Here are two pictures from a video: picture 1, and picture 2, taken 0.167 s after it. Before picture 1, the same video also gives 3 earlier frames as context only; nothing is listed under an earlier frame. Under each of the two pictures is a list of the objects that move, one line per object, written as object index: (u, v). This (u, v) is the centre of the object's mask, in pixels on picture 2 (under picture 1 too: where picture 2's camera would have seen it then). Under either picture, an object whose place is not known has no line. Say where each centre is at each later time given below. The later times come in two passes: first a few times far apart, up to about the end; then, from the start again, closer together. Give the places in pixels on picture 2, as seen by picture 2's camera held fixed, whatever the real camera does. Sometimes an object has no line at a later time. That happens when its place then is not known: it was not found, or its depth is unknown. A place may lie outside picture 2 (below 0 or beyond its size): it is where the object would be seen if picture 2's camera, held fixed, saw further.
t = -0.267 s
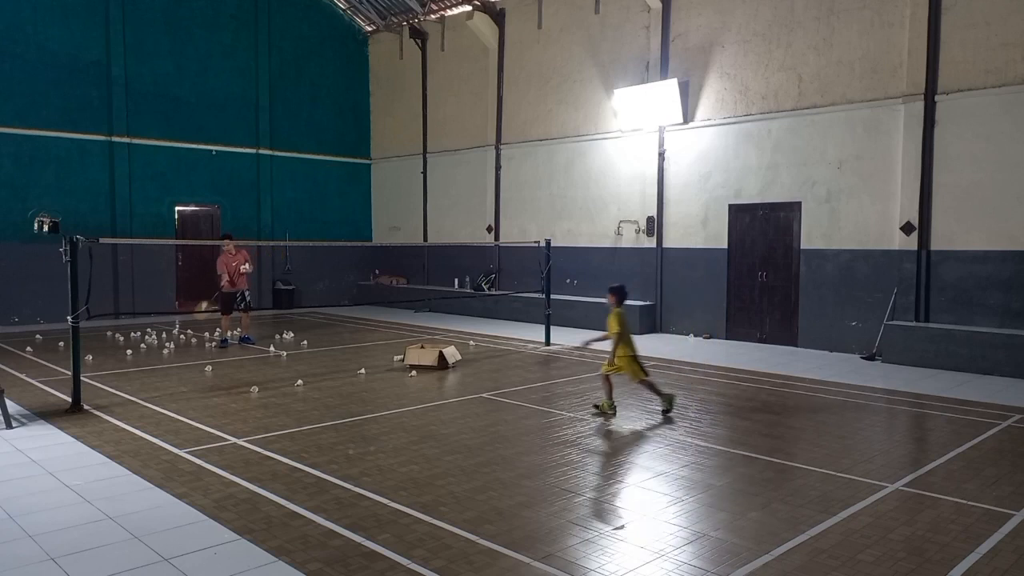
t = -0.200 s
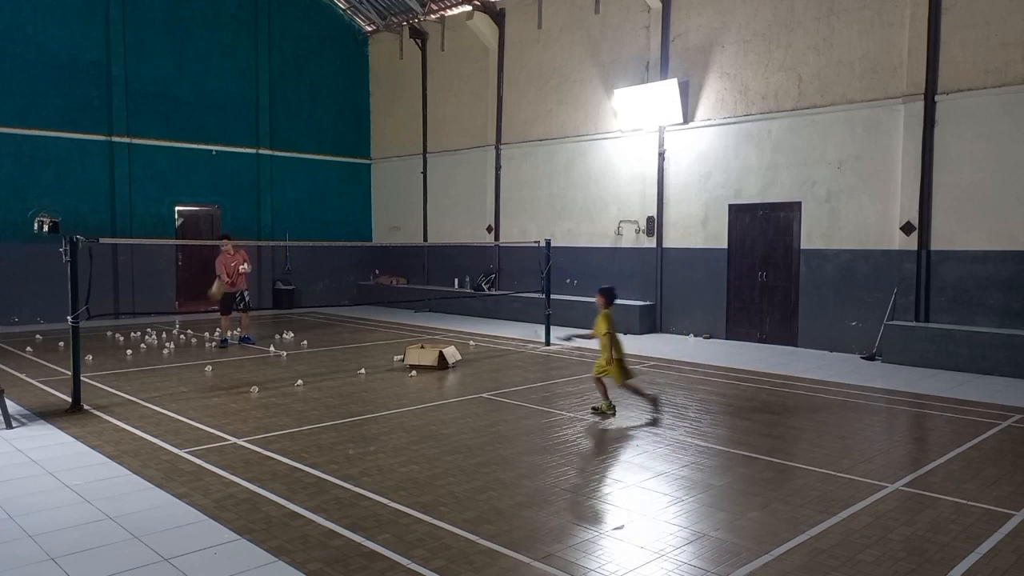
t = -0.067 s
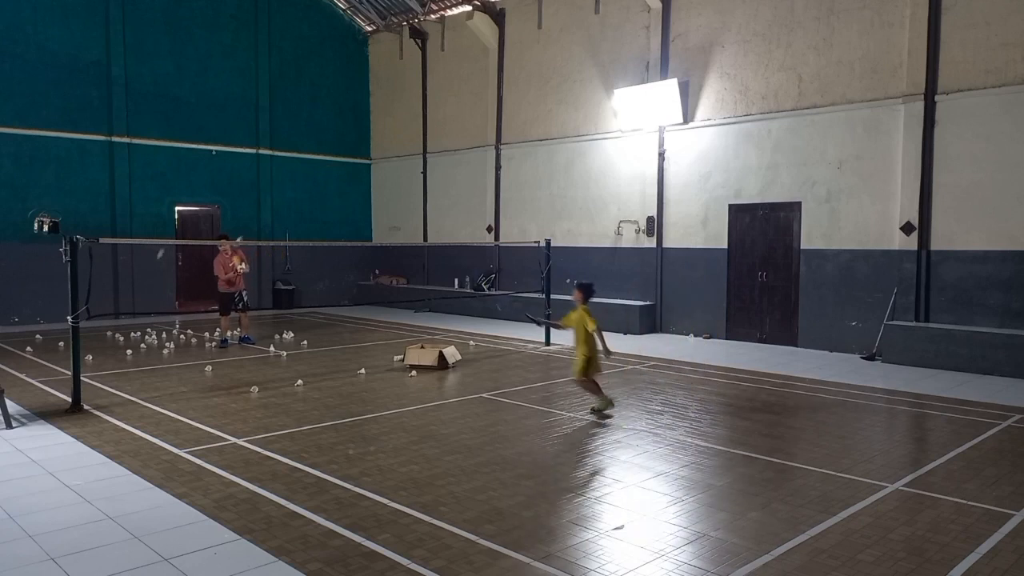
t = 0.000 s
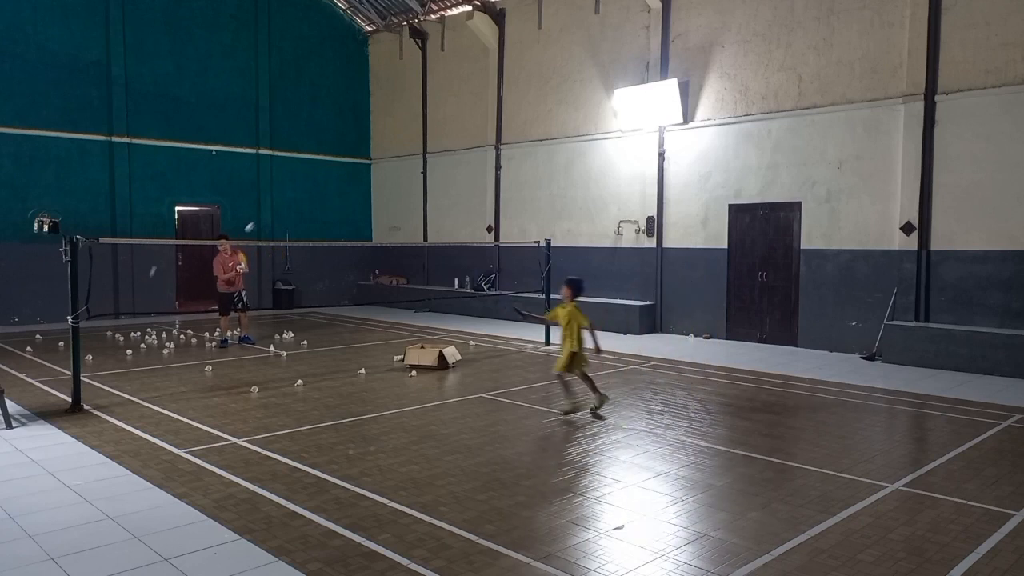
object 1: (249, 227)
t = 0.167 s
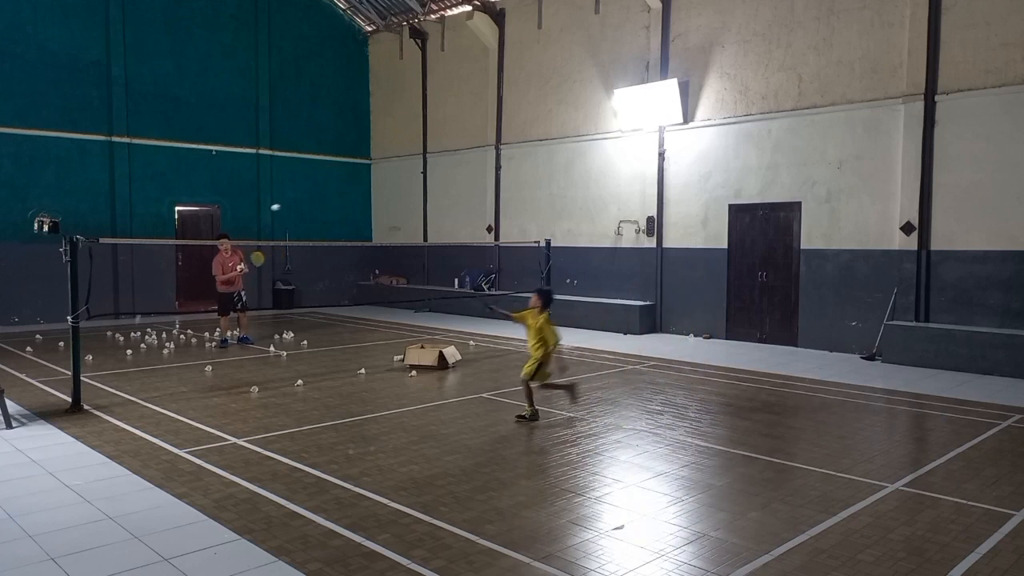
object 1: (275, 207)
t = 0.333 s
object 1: (302, 213)
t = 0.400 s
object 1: (312, 223)
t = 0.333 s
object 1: (302, 213)
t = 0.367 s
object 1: (307, 217)
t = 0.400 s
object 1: (312, 223)
